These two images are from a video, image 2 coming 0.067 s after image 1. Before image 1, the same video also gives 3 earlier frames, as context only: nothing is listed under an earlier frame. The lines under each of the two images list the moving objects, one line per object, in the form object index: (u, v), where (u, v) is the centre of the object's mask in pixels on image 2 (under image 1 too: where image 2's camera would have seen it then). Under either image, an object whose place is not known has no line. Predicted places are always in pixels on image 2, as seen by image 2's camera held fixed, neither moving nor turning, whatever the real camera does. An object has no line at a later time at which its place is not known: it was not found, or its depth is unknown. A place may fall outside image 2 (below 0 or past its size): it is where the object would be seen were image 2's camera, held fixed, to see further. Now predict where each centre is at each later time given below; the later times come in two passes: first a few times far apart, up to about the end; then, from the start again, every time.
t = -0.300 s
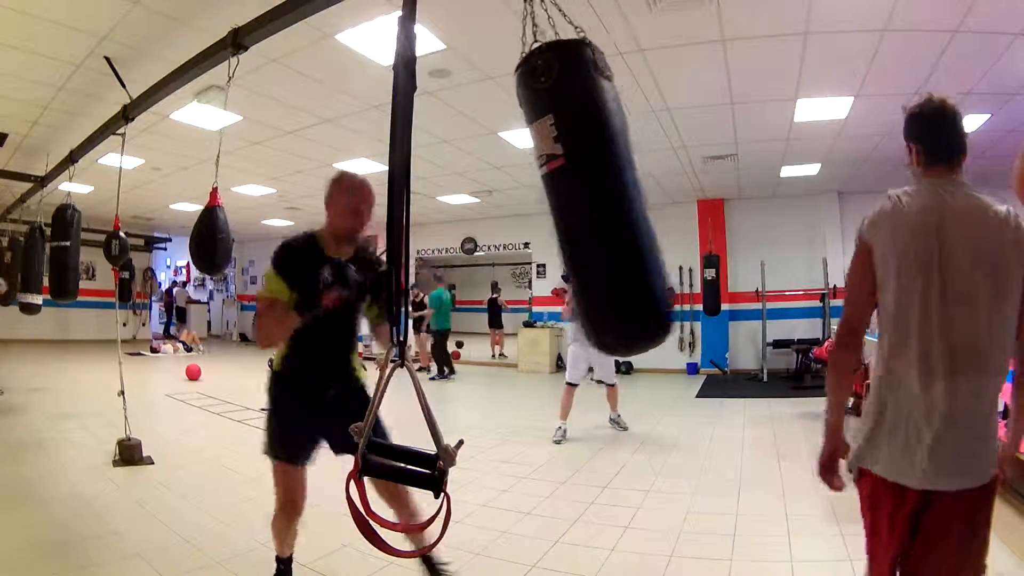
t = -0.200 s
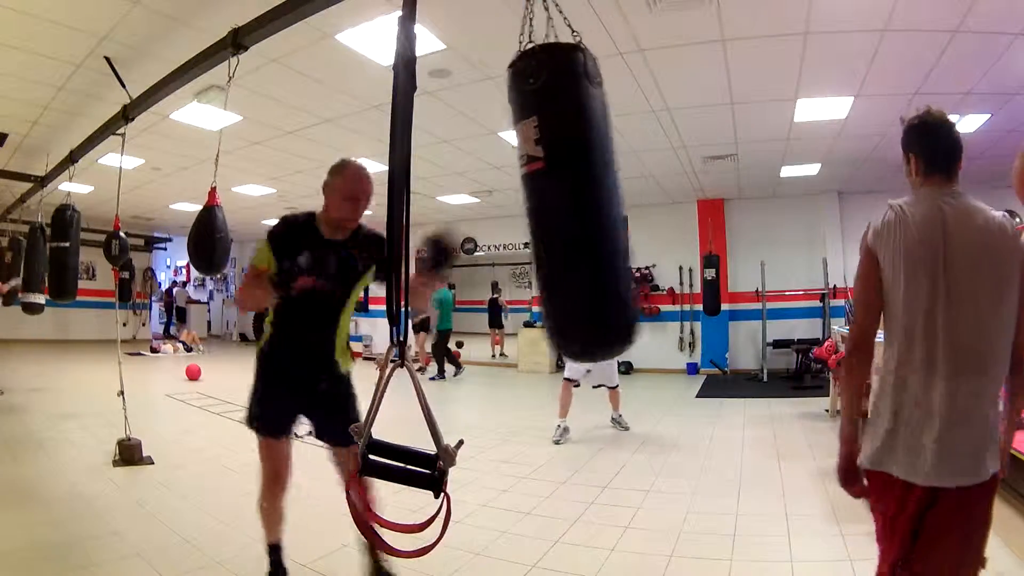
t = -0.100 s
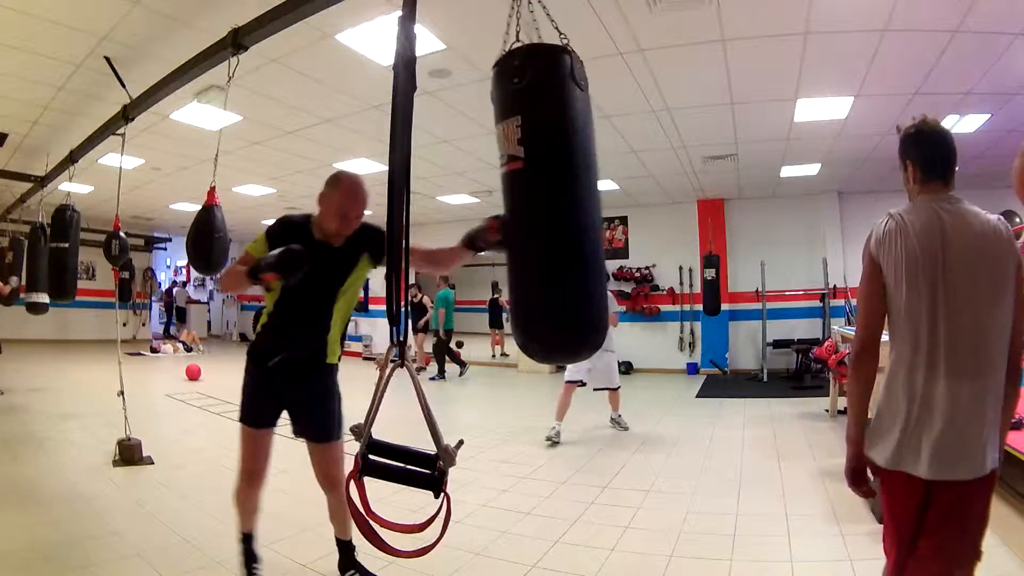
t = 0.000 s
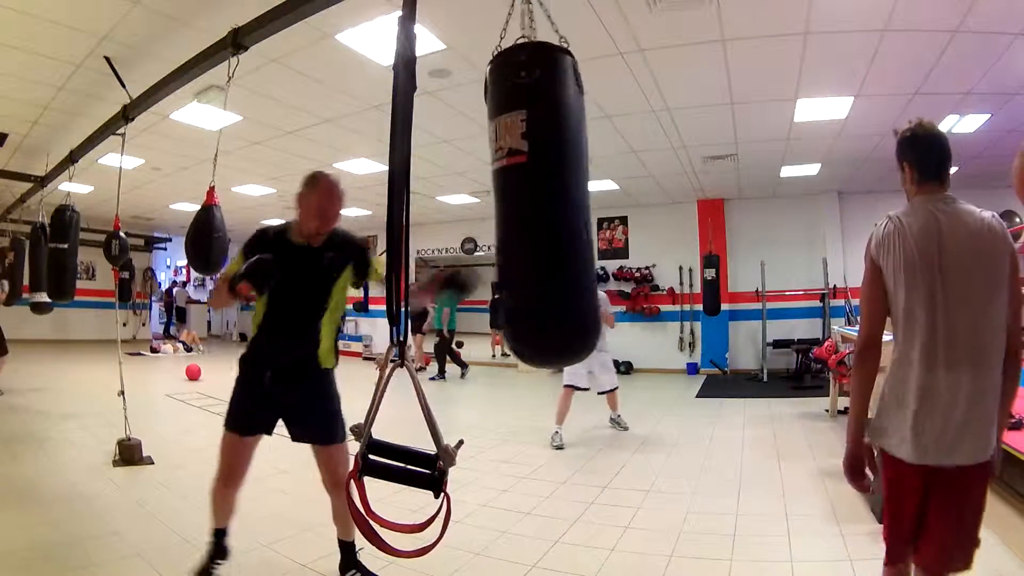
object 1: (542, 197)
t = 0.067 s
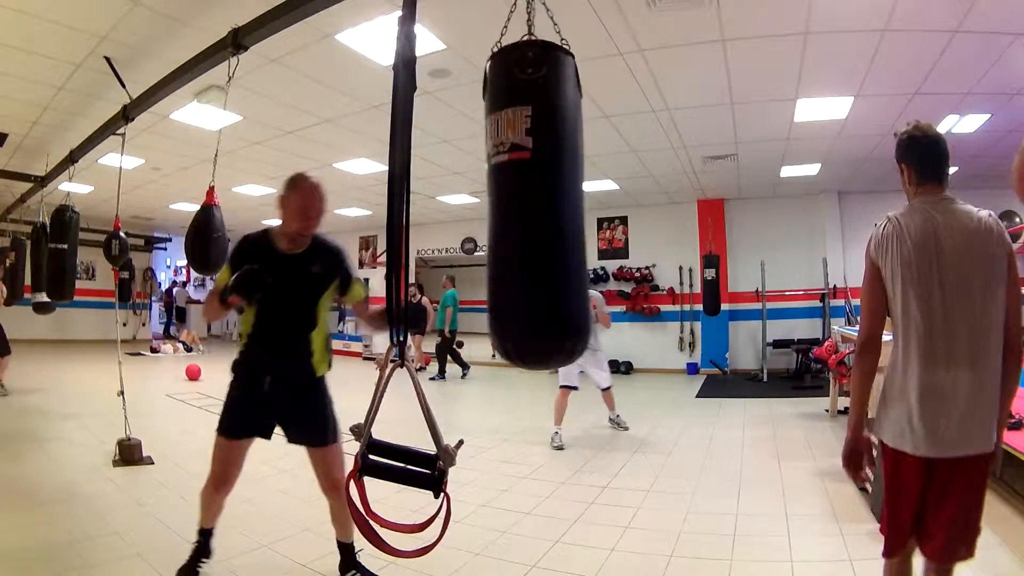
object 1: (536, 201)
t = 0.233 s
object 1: (517, 200)
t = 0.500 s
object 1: (492, 198)
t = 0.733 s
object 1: (488, 198)
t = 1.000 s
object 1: (505, 200)
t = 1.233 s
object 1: (530, 197)
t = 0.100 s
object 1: (532, 201)
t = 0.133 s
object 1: (529, 201)
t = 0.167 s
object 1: (525, 201)
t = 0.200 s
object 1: (521, 202)
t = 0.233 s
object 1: (517, 200)
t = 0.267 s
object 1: (514, 198)
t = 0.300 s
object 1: (510, 199)
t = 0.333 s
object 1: (507, 200)
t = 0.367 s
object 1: (503, 201)
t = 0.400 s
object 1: (500, 201)
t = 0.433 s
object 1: (497, 198)
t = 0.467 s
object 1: (495, 198)
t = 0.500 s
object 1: (492, 198)
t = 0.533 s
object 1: (490, 199)
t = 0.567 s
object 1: (489, 197)
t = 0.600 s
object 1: (488, 198)
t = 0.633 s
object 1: (488, 197)
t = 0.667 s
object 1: (488, 197)
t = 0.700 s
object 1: (488, 197)
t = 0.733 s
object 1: (488, 198)
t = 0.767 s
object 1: (489, 197)
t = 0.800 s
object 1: (490, 197)
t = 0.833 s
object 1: (492, 198)
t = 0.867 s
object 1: (494, 197)
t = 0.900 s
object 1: (497, 198)
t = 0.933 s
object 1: (499, 199)
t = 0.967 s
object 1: (503, 199)
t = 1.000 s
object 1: (505, 200)
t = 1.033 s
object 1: (509, 199)
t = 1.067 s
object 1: (512, 199)
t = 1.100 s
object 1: (516, 199)
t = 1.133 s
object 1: (520, 196)
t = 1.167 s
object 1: (523, 198)
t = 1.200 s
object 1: (527, 198)
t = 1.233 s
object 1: (530, 197)
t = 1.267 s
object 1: (534, 196)
